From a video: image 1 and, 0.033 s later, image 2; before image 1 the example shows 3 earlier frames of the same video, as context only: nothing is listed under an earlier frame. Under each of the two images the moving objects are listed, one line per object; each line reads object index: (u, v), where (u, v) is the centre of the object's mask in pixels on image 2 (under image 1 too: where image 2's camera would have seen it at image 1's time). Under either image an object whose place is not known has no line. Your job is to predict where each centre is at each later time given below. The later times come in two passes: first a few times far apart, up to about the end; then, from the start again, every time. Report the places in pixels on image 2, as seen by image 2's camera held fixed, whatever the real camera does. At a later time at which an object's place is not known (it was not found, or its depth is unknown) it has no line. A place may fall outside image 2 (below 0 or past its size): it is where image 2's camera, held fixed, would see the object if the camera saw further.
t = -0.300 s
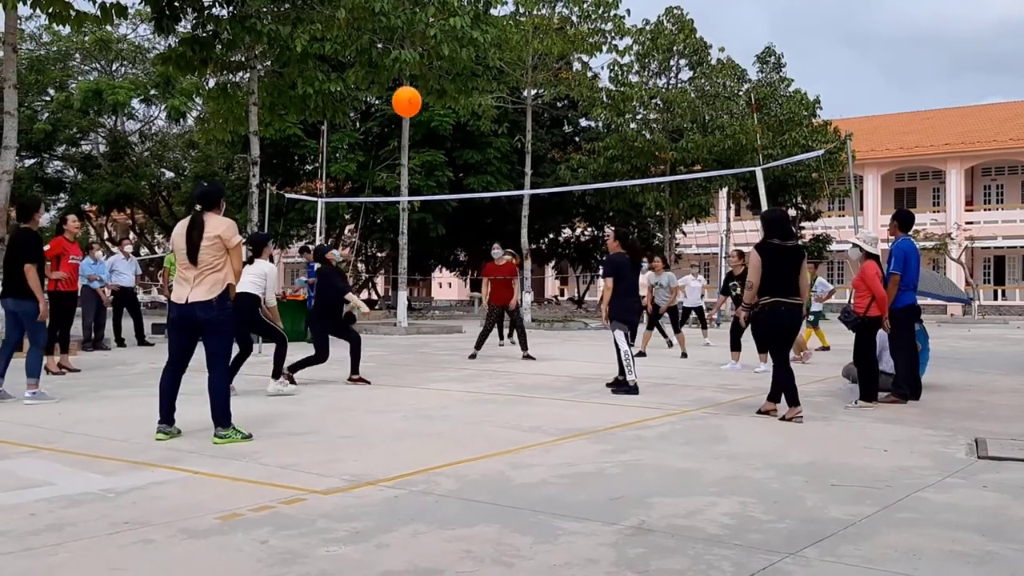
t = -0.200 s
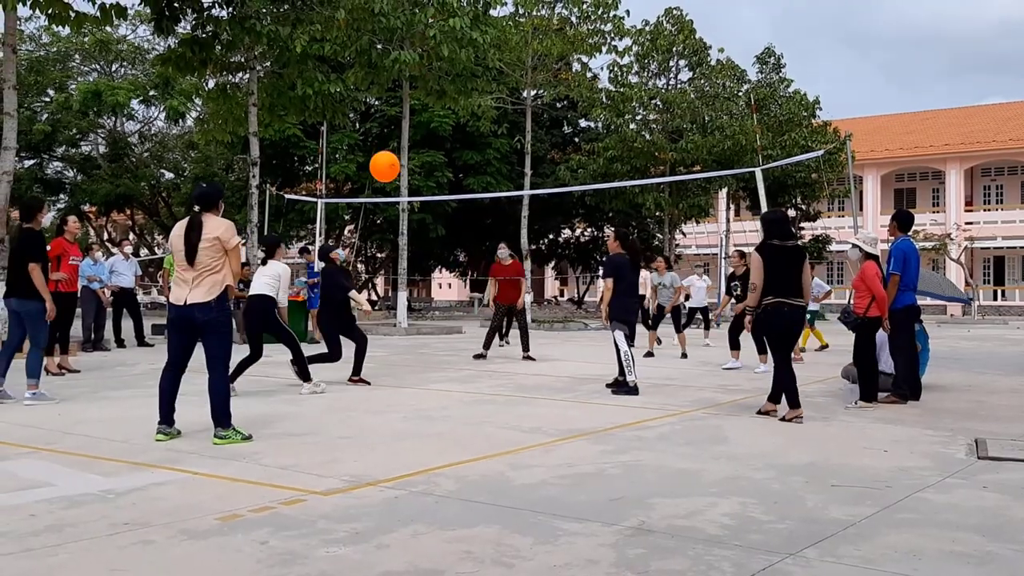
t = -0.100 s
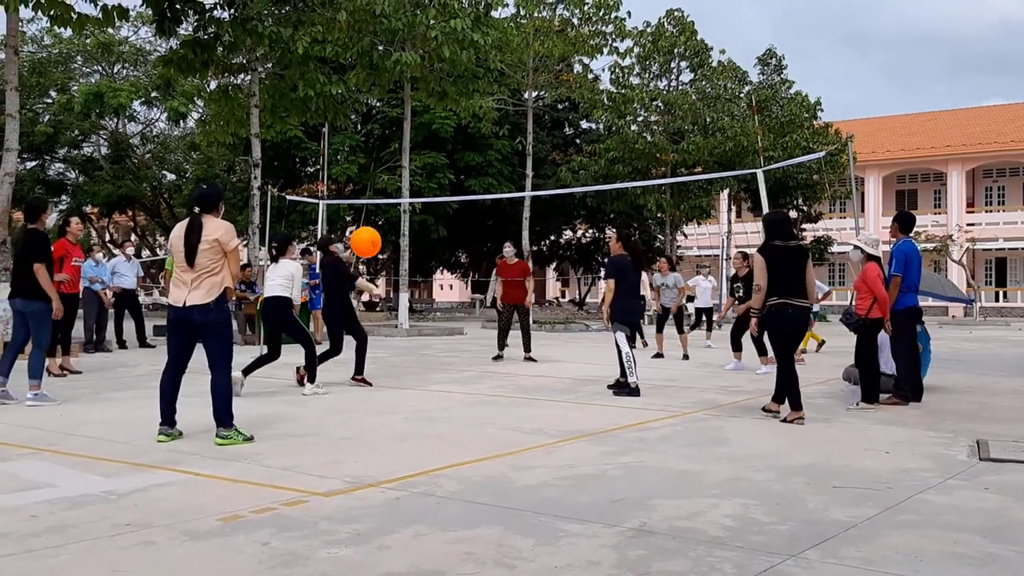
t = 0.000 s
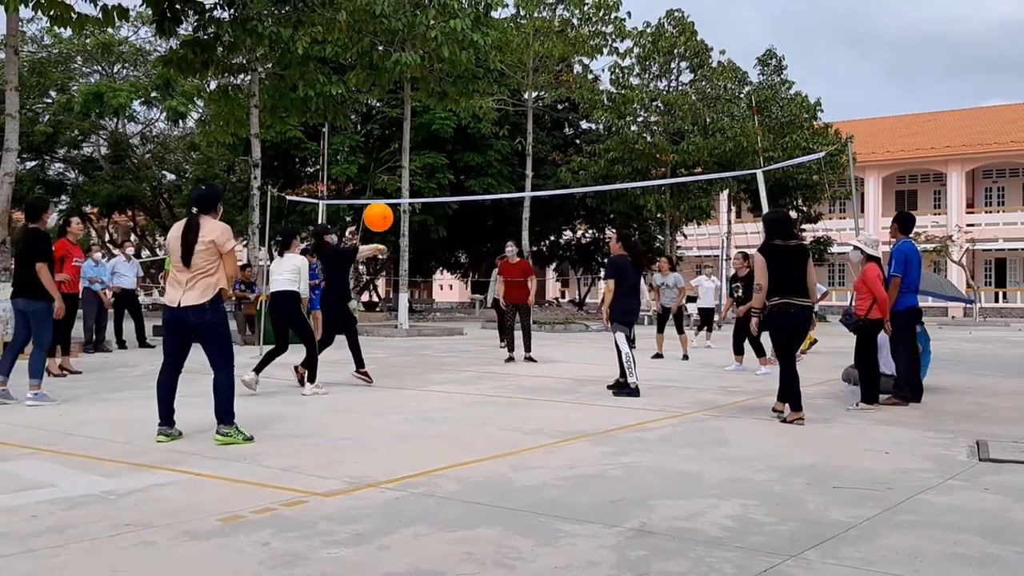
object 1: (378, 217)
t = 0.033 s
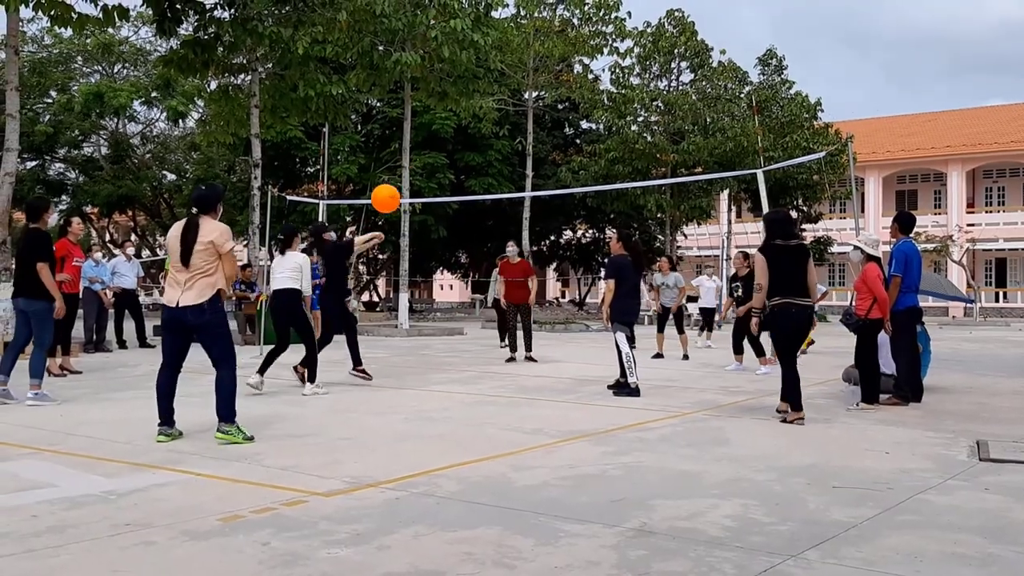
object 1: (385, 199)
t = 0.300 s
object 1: (433, 105)
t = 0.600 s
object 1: (476, 89)
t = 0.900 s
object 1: (510, 135)
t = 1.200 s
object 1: (535, 225)
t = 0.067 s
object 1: (392, 182)
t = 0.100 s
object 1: (398, 167)
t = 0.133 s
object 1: (404, 154)
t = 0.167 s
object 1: (410, 141)
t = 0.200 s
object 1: (416, 130)
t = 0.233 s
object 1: (422, 120)
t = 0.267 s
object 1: (427, 112)
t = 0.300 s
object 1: (433, 105)
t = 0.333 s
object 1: (439, 100)
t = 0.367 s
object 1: (444, 96)
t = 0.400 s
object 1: (448, 92)
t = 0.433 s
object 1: (453, 89)
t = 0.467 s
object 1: (457, 87)
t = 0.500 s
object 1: (462, 86)
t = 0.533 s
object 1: (466, 86)
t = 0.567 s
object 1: (471, 87)
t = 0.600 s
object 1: (476, 89)
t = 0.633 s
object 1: (480, 92)
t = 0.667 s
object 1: (484, 95)
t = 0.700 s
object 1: (488, 99)
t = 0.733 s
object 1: (492, 104)
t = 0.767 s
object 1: (495, 109)
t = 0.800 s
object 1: (499, 115)
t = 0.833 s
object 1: (503, 121)
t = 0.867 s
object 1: (506, 128)
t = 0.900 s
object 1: (510, 135)
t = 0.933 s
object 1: (513, 144)
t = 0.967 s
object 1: (516, 153)
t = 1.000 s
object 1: (519, 162)
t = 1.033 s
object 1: (522, 171)
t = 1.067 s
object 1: (525, 181)
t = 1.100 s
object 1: (527, 190)
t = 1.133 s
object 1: (530, 204)
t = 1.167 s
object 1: (533, 213)
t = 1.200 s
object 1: (535, 225)
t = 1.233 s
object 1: (537, 238)
